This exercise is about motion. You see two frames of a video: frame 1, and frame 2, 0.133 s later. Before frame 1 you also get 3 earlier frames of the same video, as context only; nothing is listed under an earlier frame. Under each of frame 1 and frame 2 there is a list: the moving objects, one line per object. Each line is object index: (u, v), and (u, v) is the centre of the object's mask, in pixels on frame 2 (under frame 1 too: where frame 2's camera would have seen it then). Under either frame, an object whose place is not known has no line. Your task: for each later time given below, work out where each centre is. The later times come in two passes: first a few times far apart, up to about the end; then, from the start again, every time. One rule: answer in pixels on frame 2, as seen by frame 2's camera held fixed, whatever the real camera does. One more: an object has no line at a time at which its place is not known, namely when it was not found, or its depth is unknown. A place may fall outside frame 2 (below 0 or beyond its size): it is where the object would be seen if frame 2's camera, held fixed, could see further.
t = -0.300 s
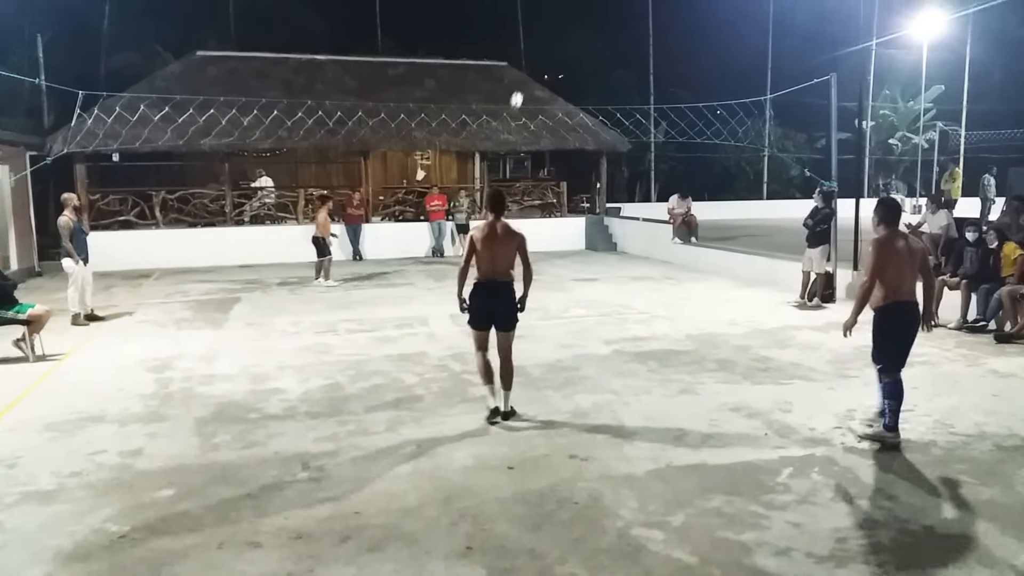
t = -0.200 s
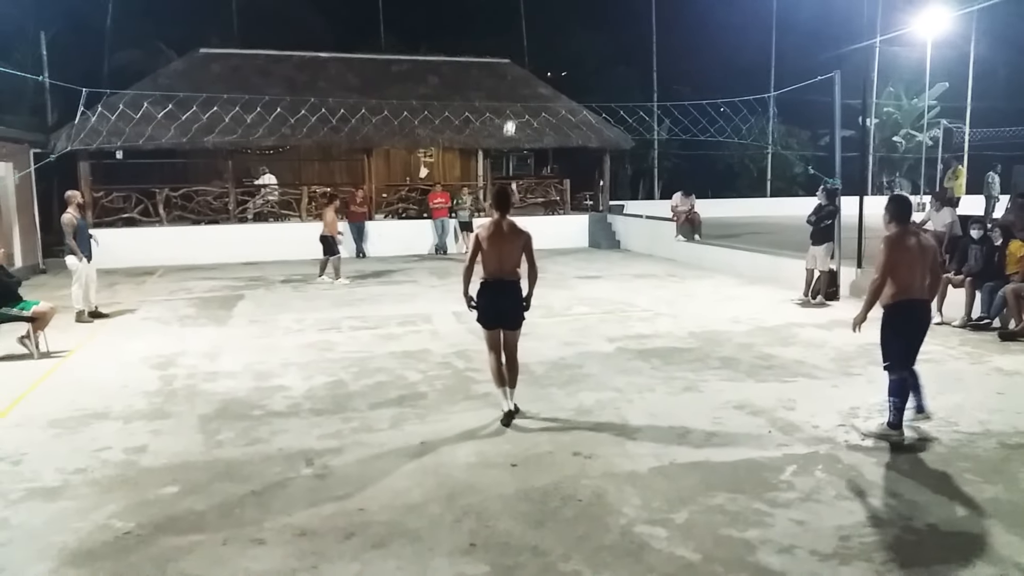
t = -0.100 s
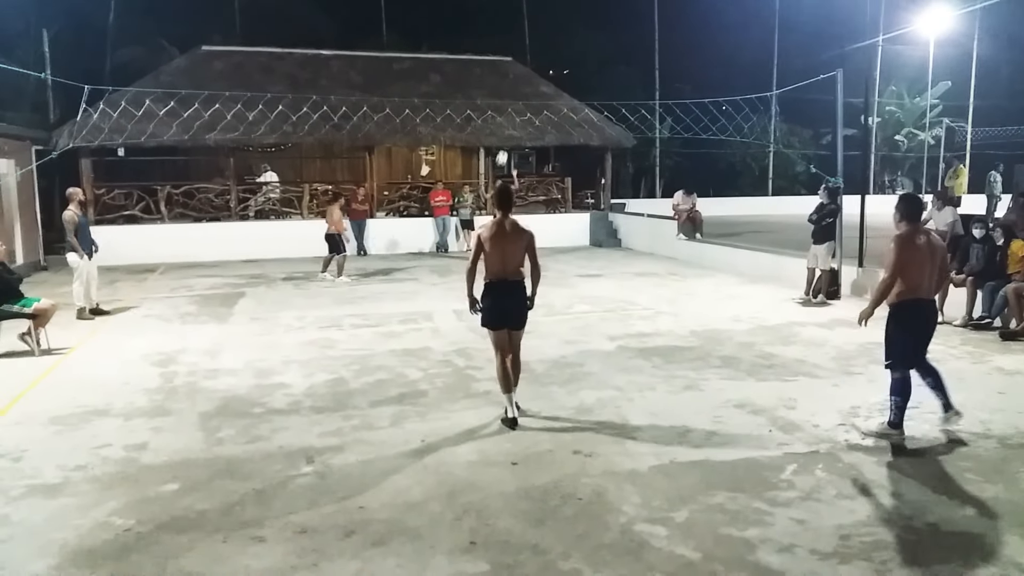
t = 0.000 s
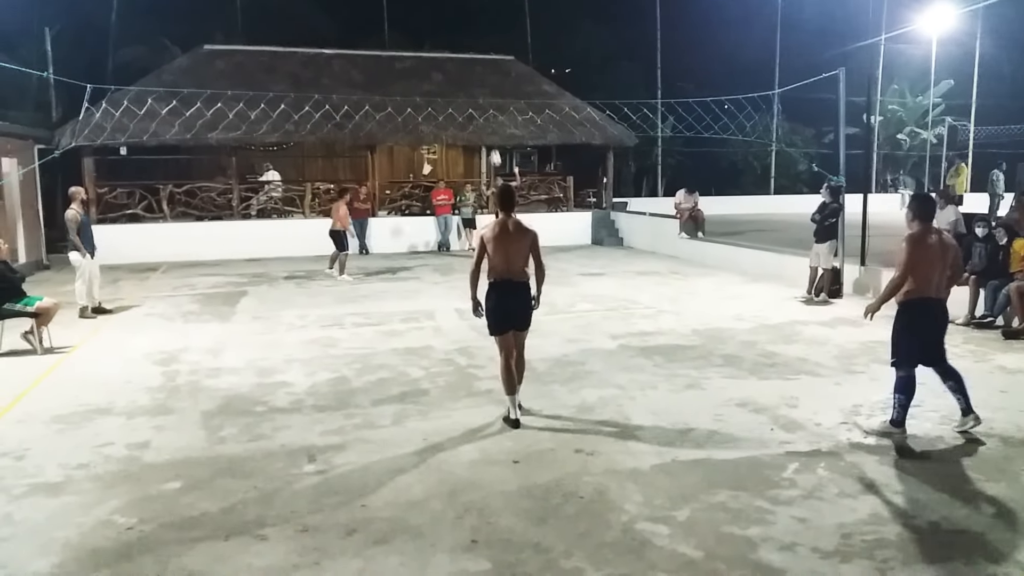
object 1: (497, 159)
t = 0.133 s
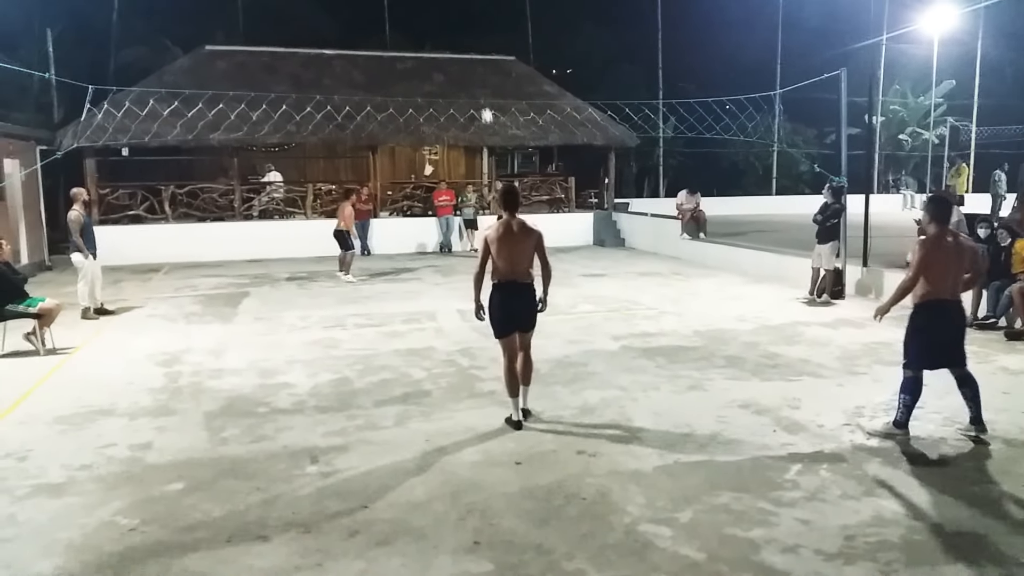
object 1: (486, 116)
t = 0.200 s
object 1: (481, 97)
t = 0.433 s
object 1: (463, 46)
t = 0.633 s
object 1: (447, 23)
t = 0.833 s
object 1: (431, 21)
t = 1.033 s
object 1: (413, 42)
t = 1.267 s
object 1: (394, 95)
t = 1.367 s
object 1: (386, 128)
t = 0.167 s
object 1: (484, 106)
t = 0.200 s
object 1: (481, 97)
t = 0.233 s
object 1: (479, 88)
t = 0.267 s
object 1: (476, 80)
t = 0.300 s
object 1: (473, 73)
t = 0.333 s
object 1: (471, 65)
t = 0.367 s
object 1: (468, 58)
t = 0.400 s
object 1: (465, 52)
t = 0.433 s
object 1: (463, 46)
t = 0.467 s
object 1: (460, 41)
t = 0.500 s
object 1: (457, 36)
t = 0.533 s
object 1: (454, 32)
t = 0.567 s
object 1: (452, 29)
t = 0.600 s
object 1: (450, 26)
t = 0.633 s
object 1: (447, 23)
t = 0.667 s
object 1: (444, 21)
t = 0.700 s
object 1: (442, 20)
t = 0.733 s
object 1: (440, 19)
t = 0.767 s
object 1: (437, 19)
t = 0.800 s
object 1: (434, 19)
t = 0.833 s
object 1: (431, 21)
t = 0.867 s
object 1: (428, 22)
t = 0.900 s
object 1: (425, 25)
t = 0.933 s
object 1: (422, 28)
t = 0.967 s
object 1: (419, 32)
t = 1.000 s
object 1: (416, 36)
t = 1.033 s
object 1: (413, 42)
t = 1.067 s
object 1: (410, 47)
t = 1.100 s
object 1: (407, 53)
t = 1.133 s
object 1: (405, 60)
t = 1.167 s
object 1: (402, 68)
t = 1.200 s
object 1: (400, 76)
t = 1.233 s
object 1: (397, 85)
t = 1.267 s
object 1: (394, 95)
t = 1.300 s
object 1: (391, 105)
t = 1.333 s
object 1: (388, 117)
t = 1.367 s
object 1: (386, 128)
